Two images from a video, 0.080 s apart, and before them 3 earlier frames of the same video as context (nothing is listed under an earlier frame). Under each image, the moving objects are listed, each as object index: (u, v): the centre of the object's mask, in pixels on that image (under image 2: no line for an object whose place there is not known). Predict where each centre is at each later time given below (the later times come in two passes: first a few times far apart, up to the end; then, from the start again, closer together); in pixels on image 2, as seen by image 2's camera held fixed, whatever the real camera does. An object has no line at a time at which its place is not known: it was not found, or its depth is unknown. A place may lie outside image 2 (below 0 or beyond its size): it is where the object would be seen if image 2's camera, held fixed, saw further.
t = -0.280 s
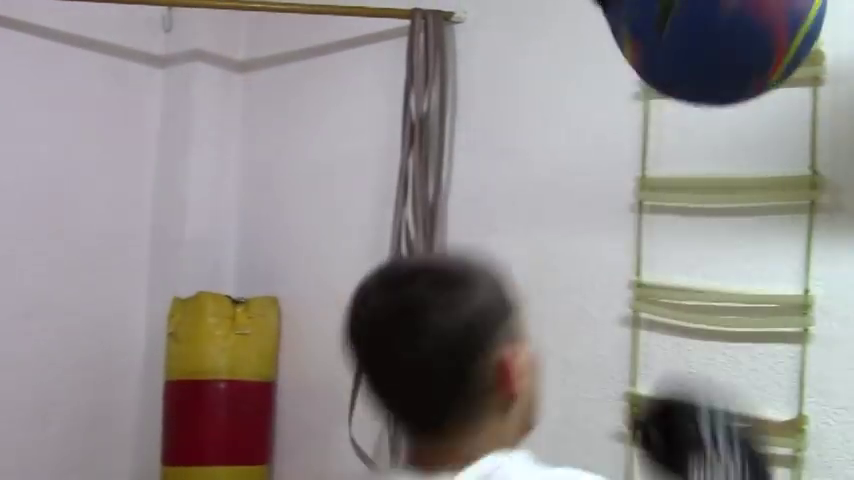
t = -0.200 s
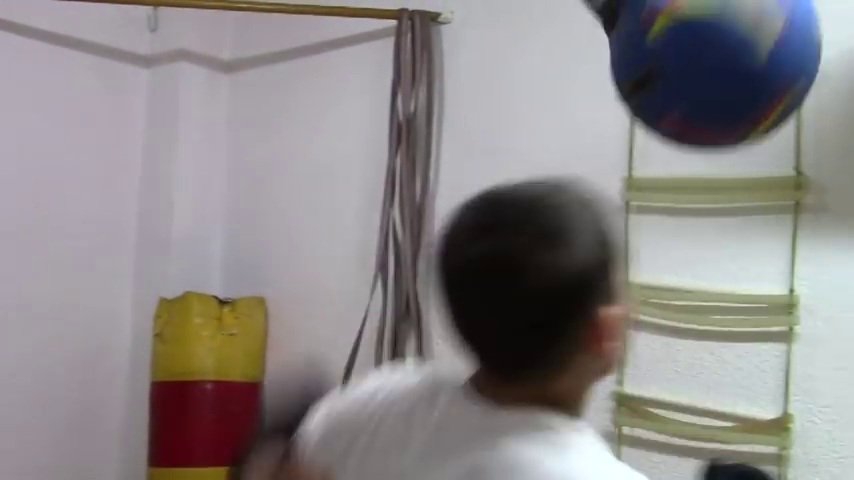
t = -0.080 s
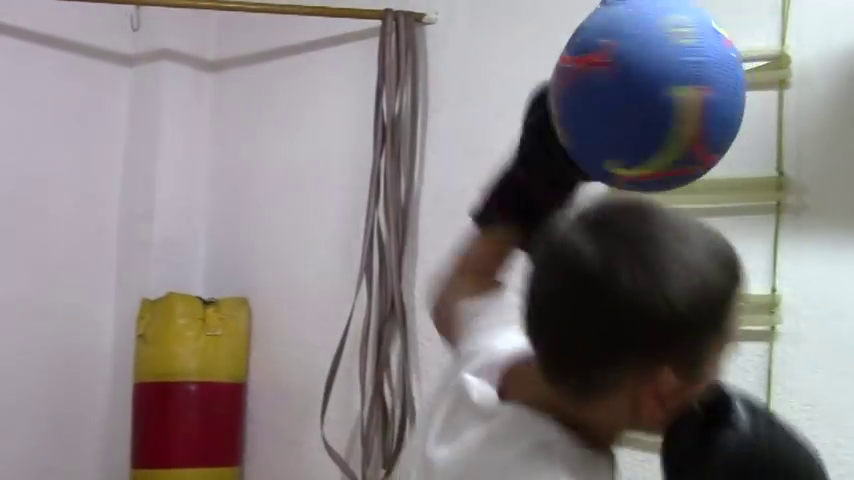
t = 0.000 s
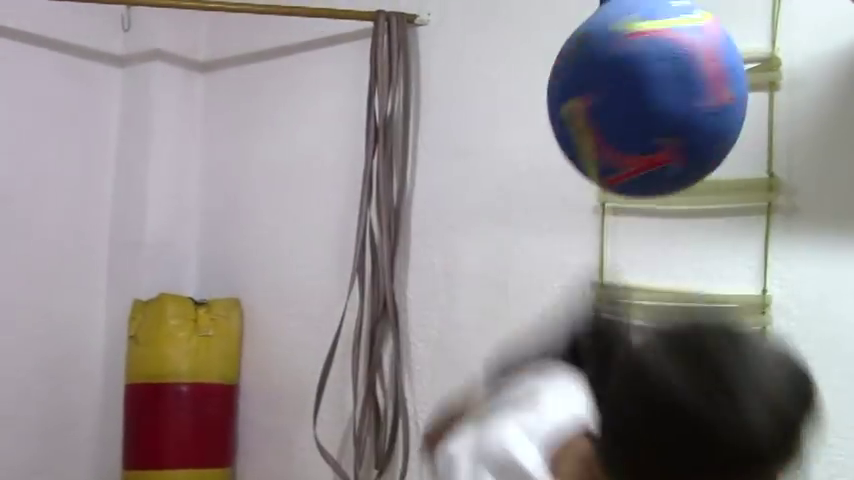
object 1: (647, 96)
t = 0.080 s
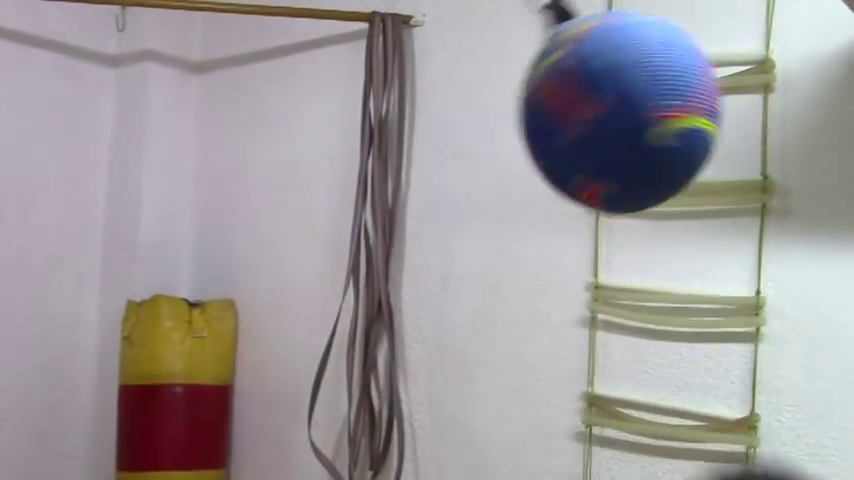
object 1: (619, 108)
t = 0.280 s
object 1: (446, 156)
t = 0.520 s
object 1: (183, 179)
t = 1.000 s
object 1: (45, 118)
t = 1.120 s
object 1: (89, 138)
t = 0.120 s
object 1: (593, 112)
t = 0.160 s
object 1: (563, 120)
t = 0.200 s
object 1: (529, 135)
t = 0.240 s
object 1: (491, 150)
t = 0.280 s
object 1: (446, 156)
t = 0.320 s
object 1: (402, 159)
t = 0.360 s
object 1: (356, 172)
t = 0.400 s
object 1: (309, 177)
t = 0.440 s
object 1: (265, 186)
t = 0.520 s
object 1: (183, 179)
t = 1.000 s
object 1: (45, 118)
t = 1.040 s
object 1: (58, 121)
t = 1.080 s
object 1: (72, 129)
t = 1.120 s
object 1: (89, 138)
